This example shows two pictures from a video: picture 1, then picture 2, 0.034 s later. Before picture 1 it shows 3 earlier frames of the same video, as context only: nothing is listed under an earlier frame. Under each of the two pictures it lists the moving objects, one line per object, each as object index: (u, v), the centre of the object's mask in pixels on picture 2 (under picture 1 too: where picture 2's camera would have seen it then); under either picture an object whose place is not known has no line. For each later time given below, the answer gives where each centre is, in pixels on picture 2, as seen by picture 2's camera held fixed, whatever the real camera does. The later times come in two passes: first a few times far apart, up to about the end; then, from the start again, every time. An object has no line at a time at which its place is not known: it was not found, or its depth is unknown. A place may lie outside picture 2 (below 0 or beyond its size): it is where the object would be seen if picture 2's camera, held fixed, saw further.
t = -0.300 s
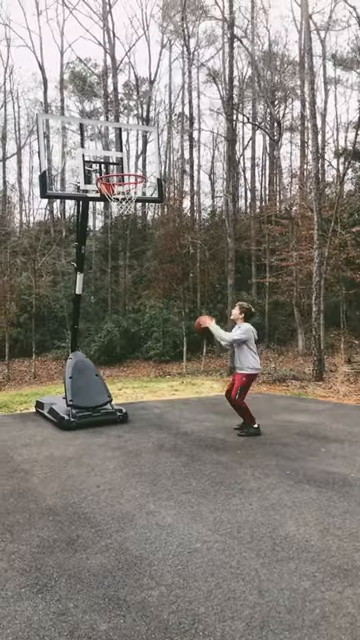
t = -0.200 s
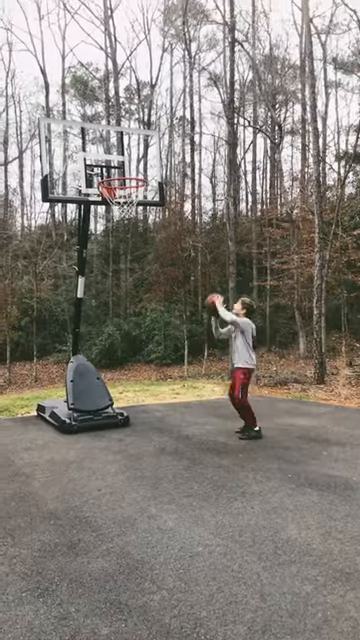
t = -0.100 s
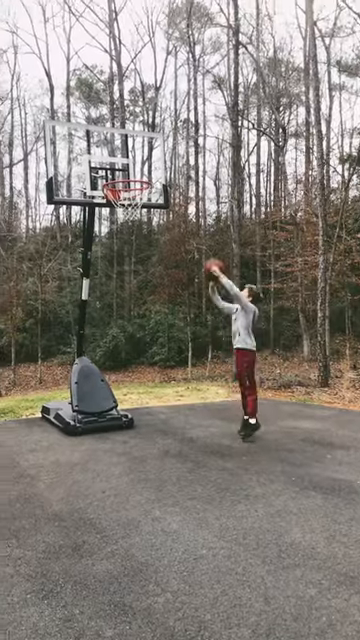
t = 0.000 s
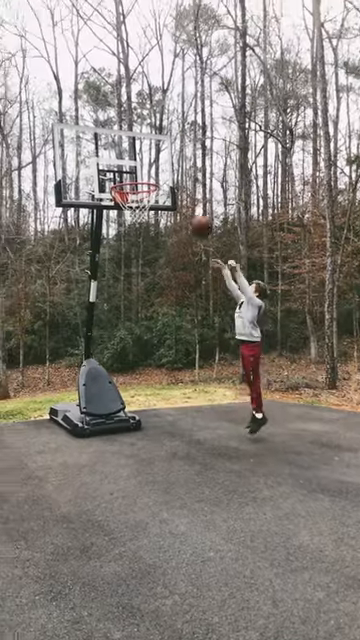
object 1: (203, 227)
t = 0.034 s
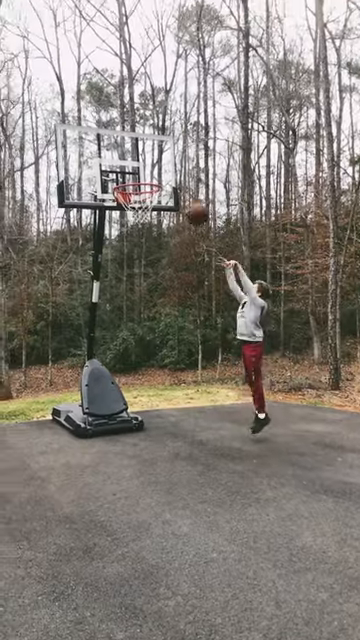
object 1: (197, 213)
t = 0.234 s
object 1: (156, 159)
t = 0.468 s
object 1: (133, 146)
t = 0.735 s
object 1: (123, 168)
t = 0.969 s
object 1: (130, 173)
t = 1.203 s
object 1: (145, 199)
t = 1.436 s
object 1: (149, 238)
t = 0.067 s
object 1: (190, 202)
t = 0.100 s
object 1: (184, 192)
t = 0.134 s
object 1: (177, 182)
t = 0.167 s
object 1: (170, 172)
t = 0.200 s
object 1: (163, 165)
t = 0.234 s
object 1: (156, 159)
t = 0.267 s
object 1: (149, 153)
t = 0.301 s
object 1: (142, 148)
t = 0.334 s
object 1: (140, 147)
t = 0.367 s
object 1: (139, 145)
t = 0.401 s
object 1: (137, 144)
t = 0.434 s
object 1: (135, 145)
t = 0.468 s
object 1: (133, 146)
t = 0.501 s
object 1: (131, 149)
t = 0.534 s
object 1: (129, 152)
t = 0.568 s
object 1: (126, 157)
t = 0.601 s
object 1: (125, 163)
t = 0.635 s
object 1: (123, 170)
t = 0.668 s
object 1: (123, 172)
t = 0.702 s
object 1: (123, 170)
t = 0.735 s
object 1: (123, 168)
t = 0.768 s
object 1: (123, 167)
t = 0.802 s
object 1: (125, 166)
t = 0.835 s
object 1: (126, 167)
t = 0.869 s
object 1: (127, 168)
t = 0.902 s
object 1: (128, 169)
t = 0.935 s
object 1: (129, 172)
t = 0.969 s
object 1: (130, 173)
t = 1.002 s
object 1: (131, 173)
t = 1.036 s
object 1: (135, 174)
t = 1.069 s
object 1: (137, 178)
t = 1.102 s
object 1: (138, 181)
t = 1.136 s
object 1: (141, 185)
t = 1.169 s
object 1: (142, 191)
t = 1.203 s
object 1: (145, 199)
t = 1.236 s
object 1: (146, 205)
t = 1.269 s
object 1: (146, 209)
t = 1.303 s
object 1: (147, 216)
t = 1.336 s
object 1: (148, 223)
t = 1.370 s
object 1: (148, 227)
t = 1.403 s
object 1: (148, 233)
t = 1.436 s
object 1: (149, 238)
